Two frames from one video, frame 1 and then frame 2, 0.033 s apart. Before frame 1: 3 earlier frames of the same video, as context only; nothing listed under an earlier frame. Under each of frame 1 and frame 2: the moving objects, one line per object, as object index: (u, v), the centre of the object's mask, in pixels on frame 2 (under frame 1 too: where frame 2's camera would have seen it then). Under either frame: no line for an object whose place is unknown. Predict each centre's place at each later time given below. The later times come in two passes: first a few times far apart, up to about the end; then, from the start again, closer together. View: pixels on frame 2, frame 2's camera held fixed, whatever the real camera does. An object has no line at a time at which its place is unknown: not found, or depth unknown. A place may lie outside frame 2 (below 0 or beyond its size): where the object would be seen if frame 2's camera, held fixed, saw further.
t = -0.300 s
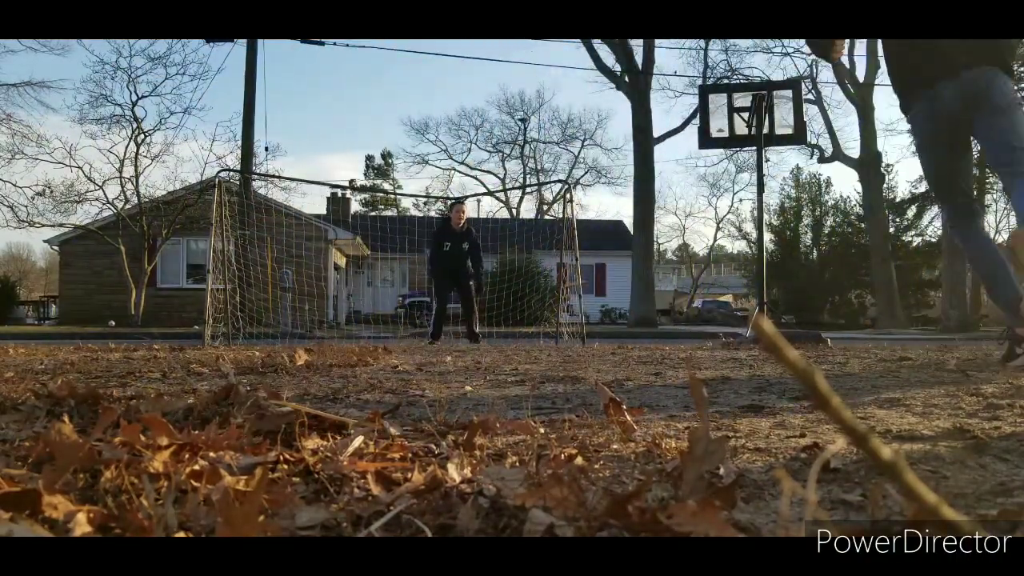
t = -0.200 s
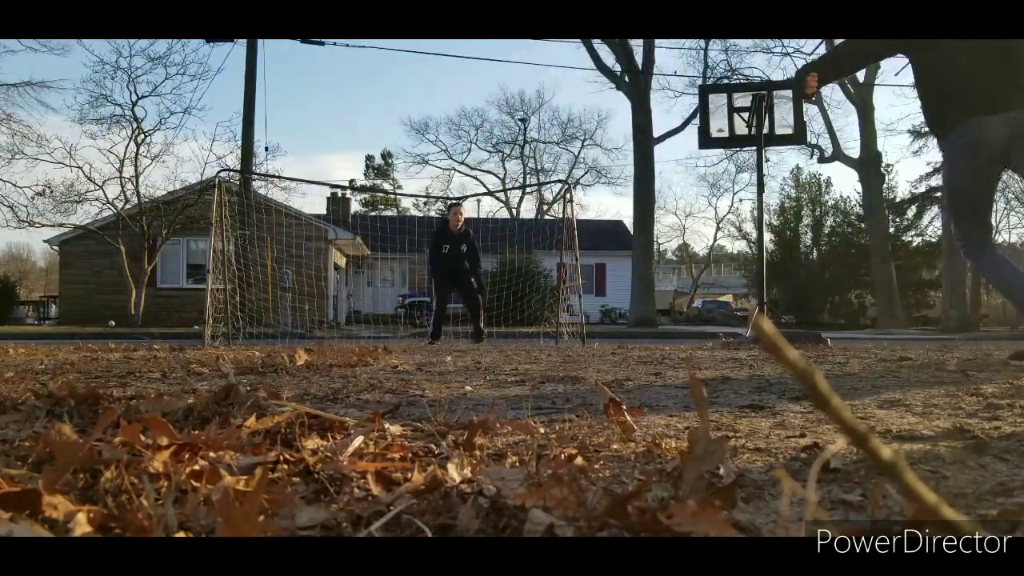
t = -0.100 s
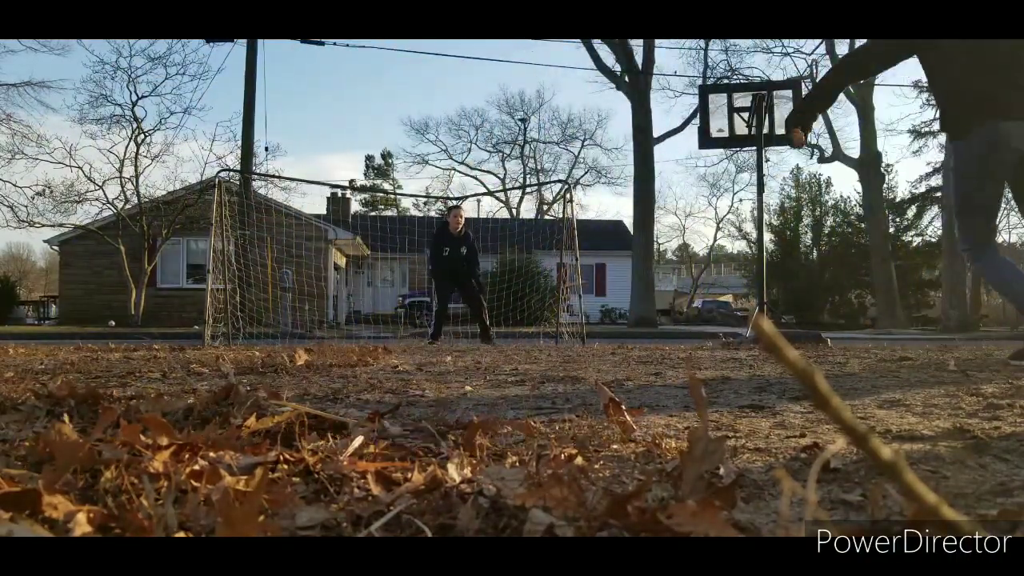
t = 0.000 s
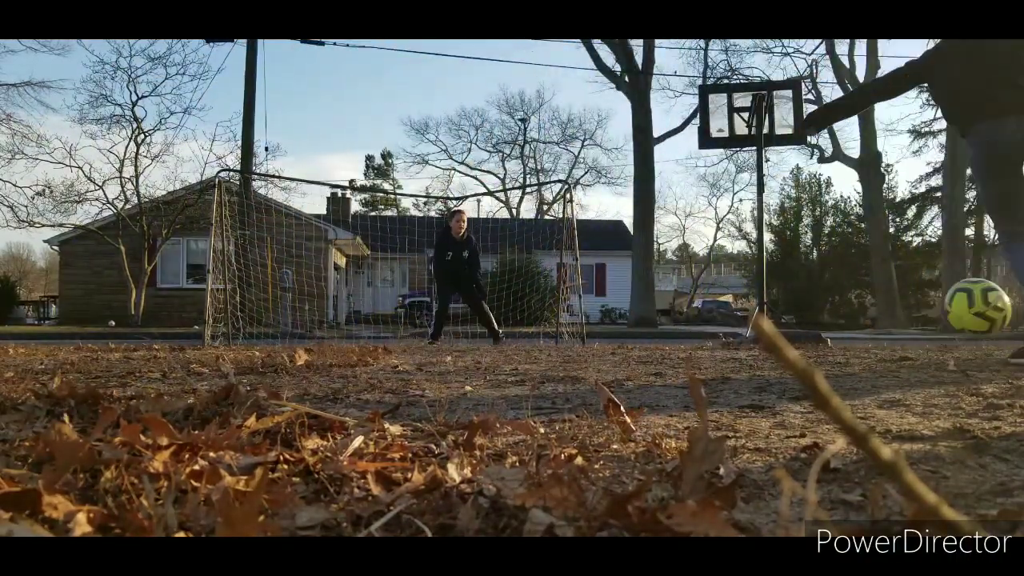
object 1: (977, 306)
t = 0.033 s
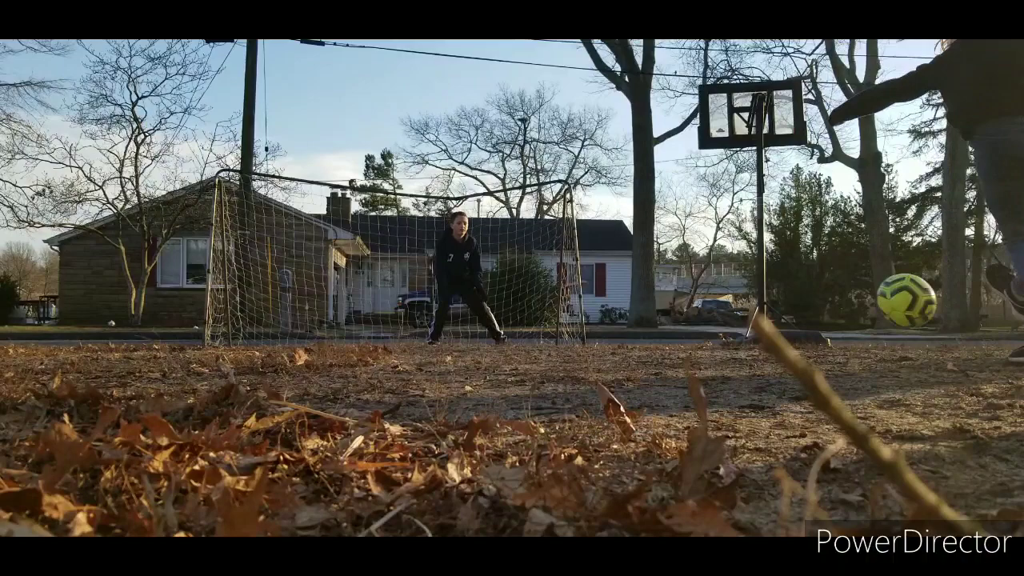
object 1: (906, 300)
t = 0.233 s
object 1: (657, 306)
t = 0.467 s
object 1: (530, 333)
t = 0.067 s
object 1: (847, 296)
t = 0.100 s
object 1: (796, 295)
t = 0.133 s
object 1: (754, 295)
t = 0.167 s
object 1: (717, 297)
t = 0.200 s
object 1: (685, 302)
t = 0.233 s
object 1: (657, 306)
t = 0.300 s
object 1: (610, 320)
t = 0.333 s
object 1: (589, 327)
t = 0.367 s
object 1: (570, 334)
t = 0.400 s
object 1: (554, 337)
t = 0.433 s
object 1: (542, 335)
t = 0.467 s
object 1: (530, 333)
